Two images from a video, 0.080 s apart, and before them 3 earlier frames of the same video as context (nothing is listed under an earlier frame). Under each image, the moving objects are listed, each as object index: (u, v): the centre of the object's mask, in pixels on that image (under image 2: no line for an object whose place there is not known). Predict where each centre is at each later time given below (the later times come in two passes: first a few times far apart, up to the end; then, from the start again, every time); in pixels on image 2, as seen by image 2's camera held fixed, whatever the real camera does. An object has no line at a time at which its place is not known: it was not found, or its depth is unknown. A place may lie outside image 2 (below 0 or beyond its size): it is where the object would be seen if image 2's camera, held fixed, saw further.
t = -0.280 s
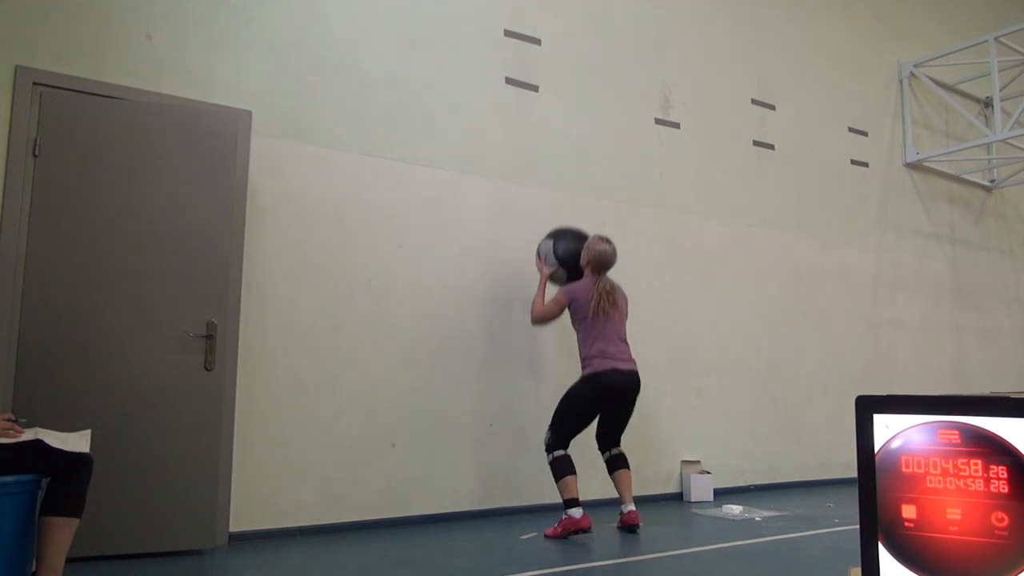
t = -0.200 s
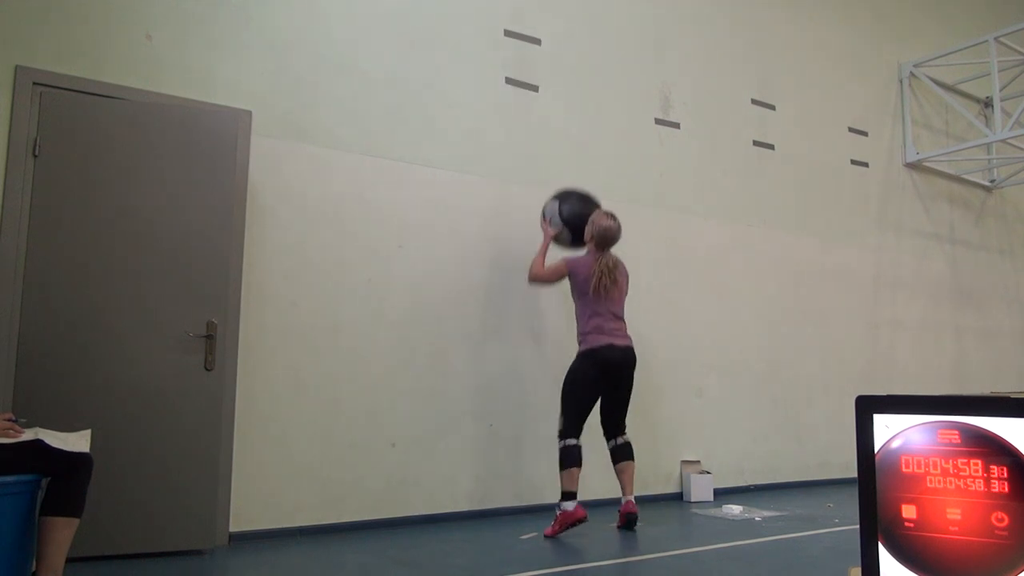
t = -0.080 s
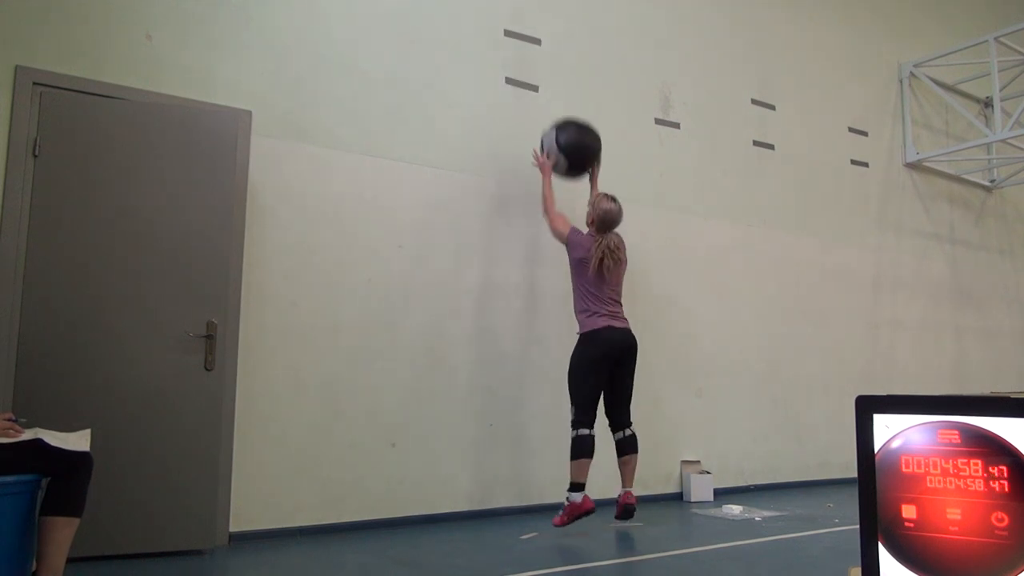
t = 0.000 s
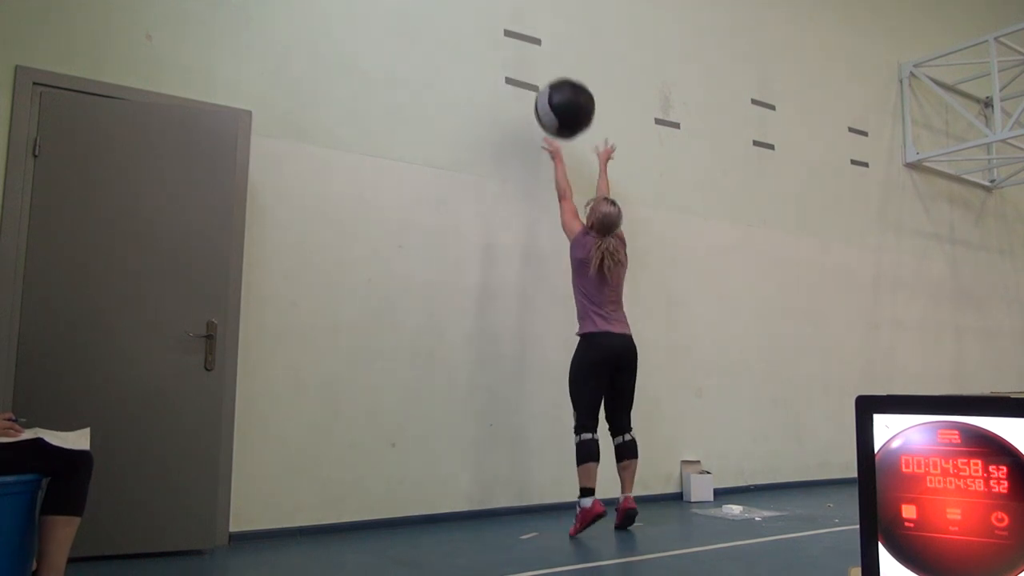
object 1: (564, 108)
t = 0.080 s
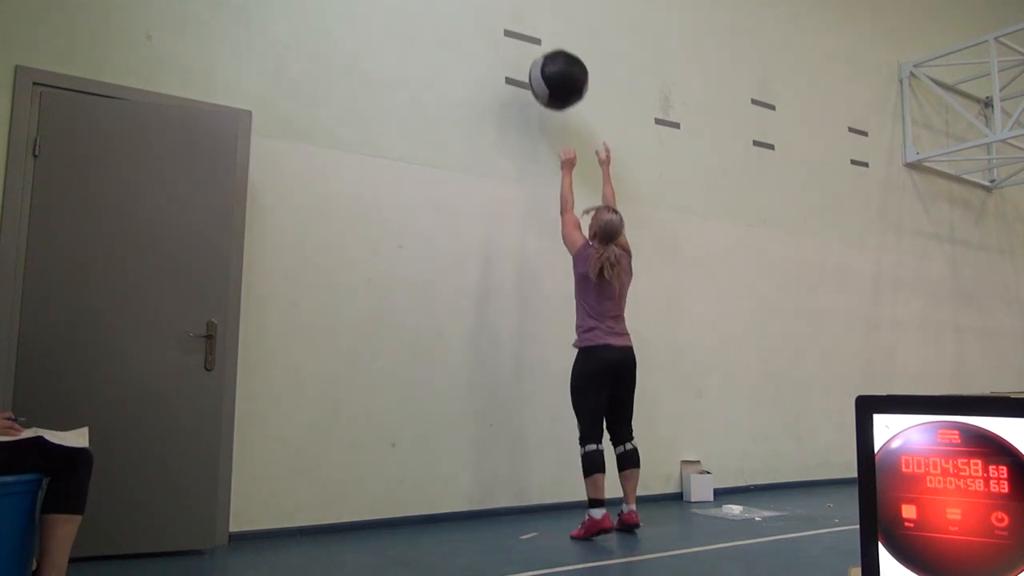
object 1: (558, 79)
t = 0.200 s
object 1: (549, 56)
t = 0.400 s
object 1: (547, 58)
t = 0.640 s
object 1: (558, 135)
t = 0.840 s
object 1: (568, 278)
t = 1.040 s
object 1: (581, 506)
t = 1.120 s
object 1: (586, 465)
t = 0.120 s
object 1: (555, 69)
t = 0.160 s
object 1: (552, 61)
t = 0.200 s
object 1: (549, 56)
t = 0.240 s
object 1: (546, 53)
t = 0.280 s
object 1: (544, 53)
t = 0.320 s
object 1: (543, 53)
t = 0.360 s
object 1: (545, 54)
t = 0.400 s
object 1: (547, 58)
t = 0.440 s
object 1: (549, 64)
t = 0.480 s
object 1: (551, 73)
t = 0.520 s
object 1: (552, 85)
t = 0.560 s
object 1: (554, 99)
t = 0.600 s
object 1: (556, 116)
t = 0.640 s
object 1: (558, 135)
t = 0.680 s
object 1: (560, 158)
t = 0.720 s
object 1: (562, 183)
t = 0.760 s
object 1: (564, 211)
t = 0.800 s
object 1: (566, 243)
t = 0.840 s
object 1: (568, 278)
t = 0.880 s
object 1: (570, 318)
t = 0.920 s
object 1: (573, 361)
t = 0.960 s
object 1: (575, 408)
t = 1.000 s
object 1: (577, 458)
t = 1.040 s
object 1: (581, 506)
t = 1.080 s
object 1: (583, 485)
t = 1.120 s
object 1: (586, 465)
